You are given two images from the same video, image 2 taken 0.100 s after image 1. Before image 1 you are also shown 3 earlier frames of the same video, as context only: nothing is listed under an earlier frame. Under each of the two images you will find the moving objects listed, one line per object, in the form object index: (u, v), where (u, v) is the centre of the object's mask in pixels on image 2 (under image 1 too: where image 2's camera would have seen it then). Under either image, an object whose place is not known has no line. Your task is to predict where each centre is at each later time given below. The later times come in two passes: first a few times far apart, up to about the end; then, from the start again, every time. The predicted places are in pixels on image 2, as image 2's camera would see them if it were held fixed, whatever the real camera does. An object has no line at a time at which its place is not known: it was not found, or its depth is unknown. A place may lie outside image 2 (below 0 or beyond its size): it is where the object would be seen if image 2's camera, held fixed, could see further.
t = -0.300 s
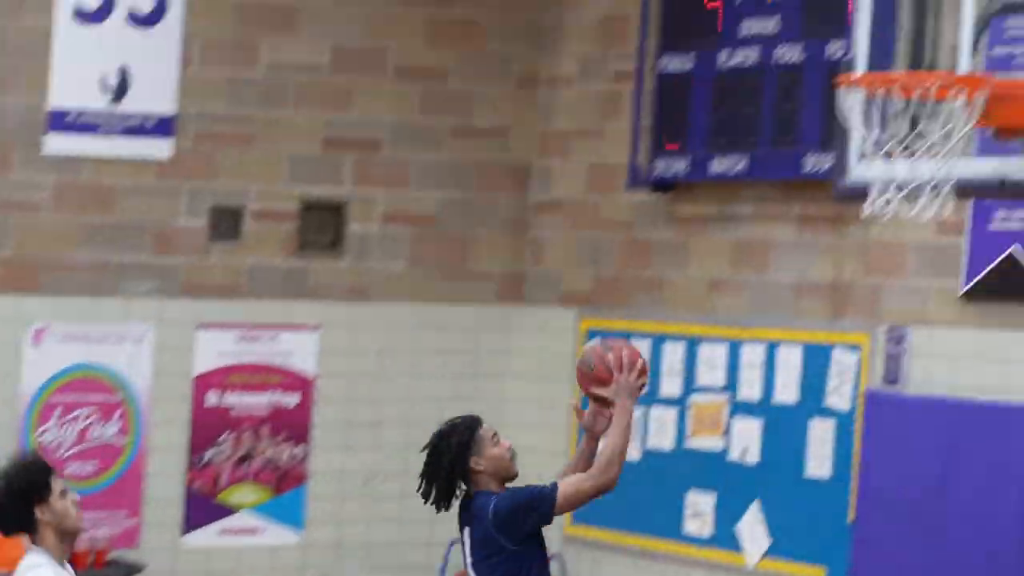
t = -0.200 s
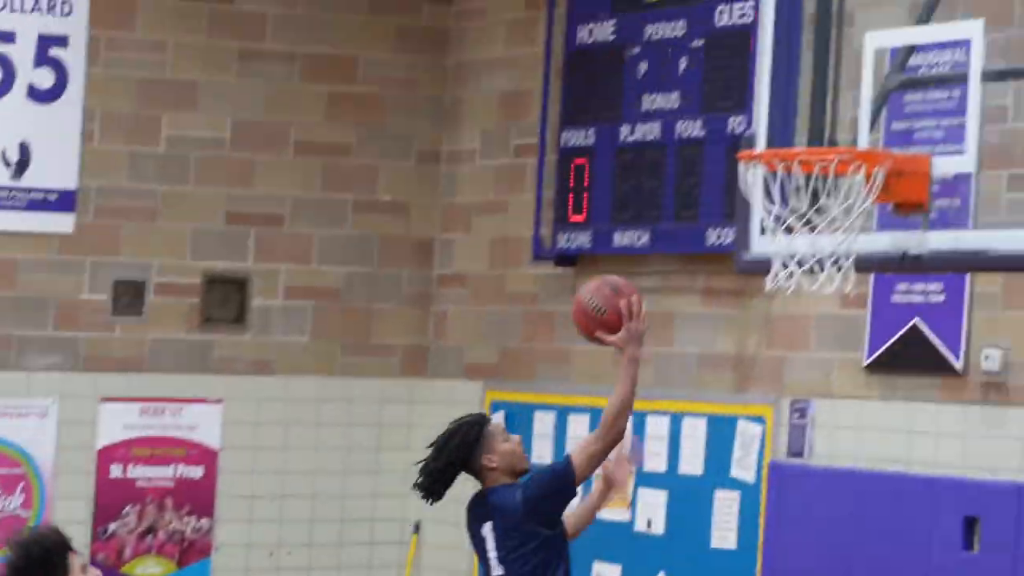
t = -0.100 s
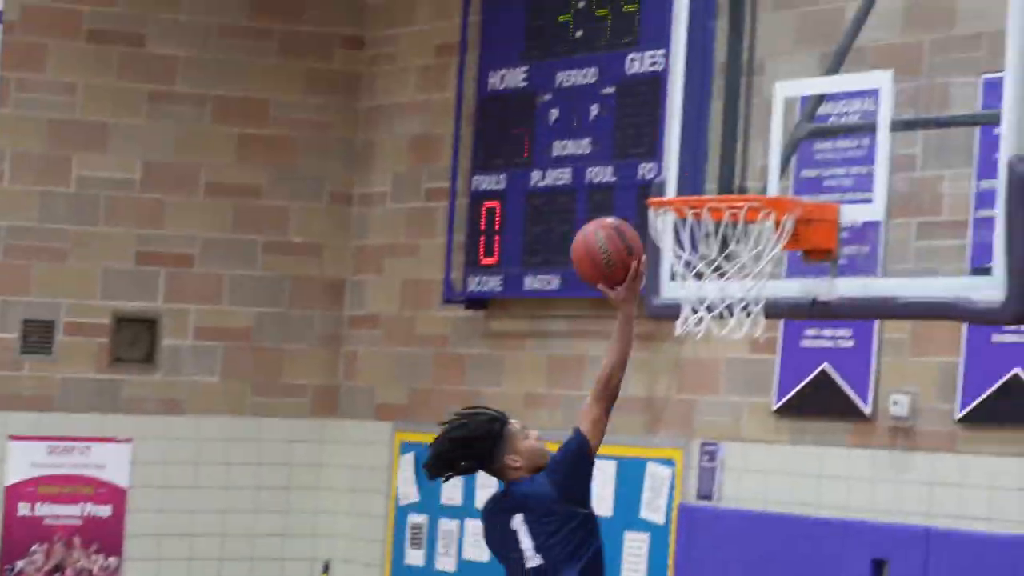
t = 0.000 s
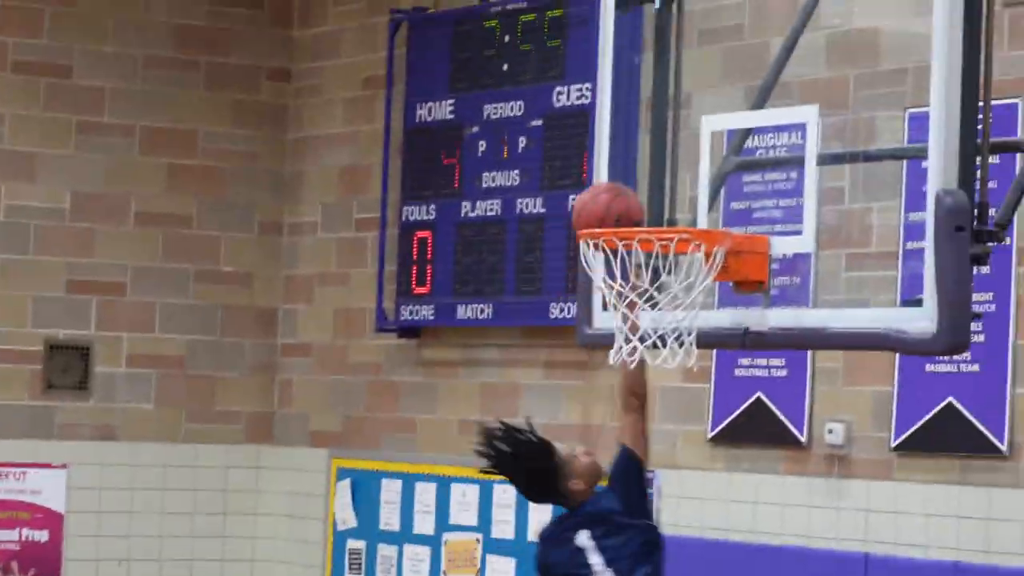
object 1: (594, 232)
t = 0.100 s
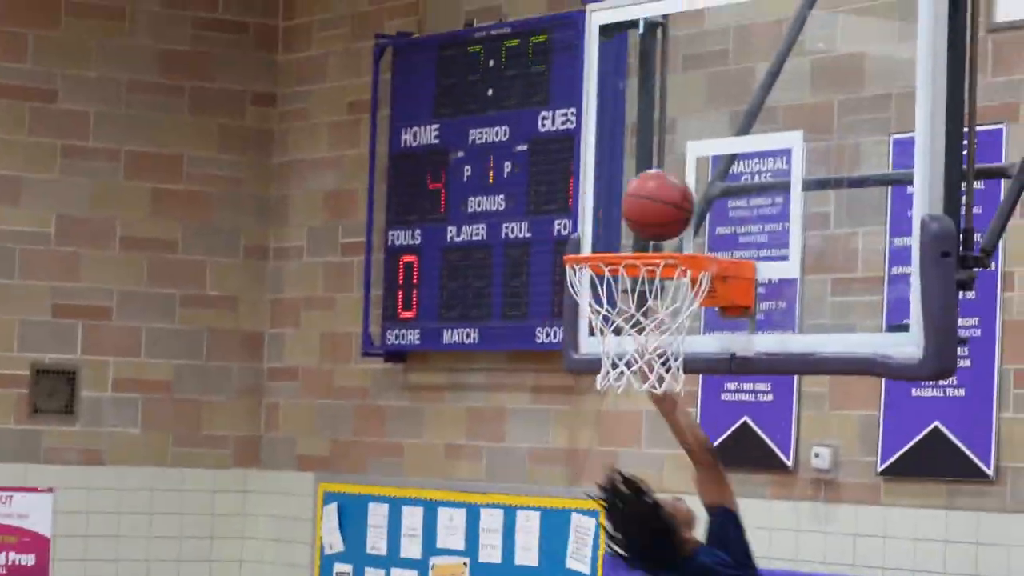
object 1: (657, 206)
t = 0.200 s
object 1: (642, 195)
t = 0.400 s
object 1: (607, 268)
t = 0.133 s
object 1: (652, 199)
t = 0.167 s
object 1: (647, 196)
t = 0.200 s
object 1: (642, 195)
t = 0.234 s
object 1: (637, 199)
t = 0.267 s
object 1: (630, 207)
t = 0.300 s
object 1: (623, 219)
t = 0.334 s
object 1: (618, 227)
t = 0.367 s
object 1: (610, 246)
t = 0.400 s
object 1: (607, 268)
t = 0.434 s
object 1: (619, 290)
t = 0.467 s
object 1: (631, 306)
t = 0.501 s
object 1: (643, 332)
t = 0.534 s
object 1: (655, 358)
